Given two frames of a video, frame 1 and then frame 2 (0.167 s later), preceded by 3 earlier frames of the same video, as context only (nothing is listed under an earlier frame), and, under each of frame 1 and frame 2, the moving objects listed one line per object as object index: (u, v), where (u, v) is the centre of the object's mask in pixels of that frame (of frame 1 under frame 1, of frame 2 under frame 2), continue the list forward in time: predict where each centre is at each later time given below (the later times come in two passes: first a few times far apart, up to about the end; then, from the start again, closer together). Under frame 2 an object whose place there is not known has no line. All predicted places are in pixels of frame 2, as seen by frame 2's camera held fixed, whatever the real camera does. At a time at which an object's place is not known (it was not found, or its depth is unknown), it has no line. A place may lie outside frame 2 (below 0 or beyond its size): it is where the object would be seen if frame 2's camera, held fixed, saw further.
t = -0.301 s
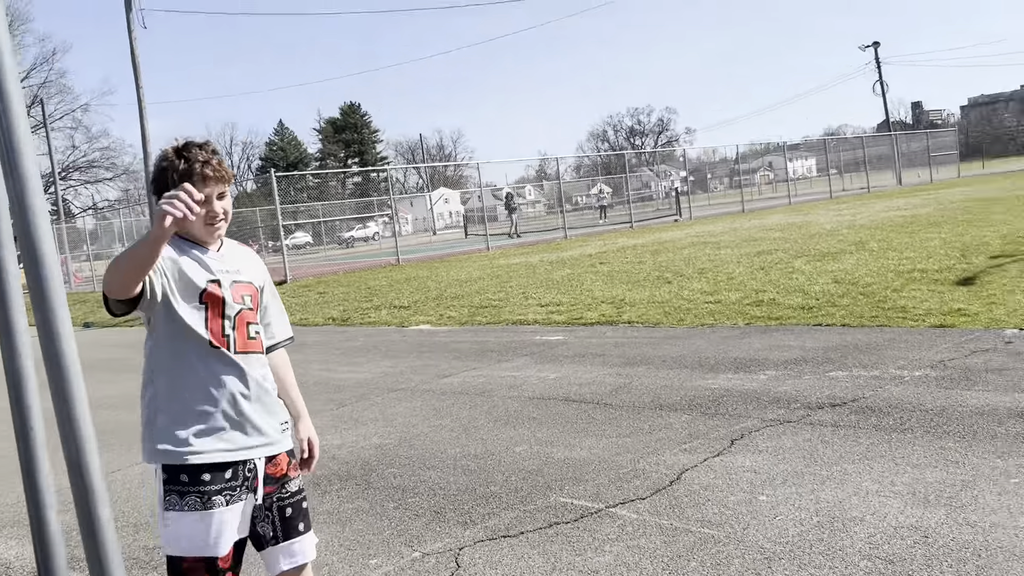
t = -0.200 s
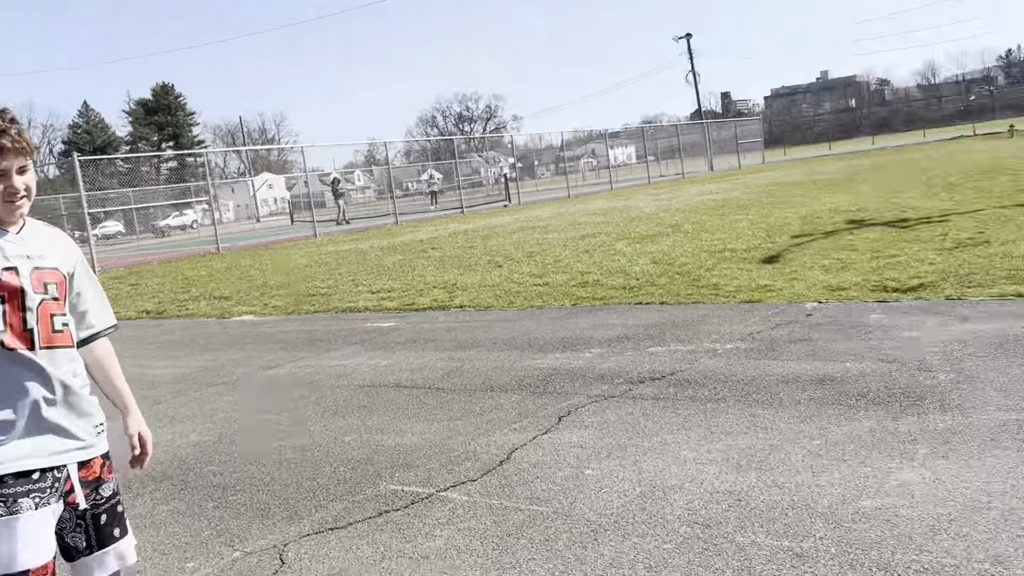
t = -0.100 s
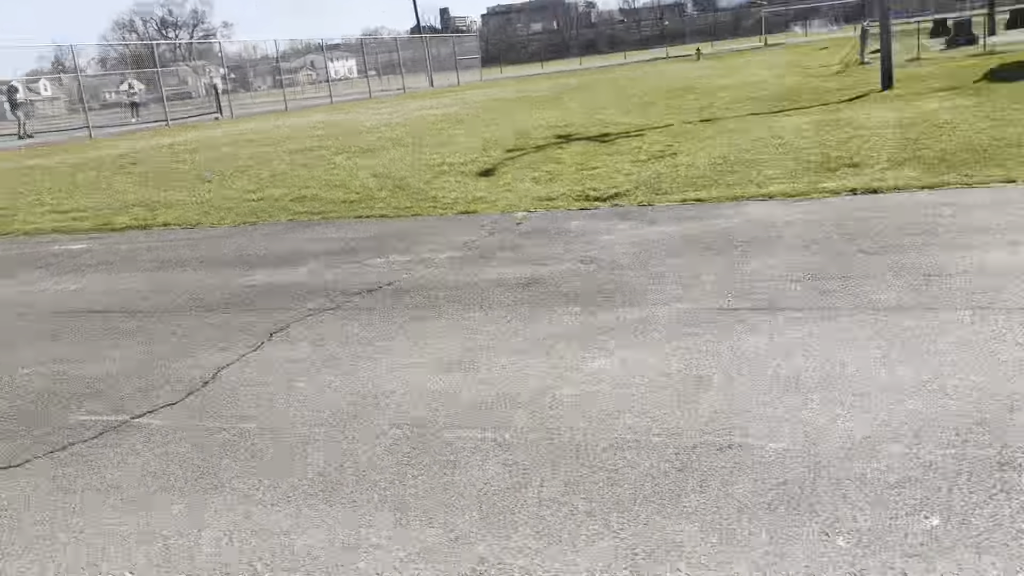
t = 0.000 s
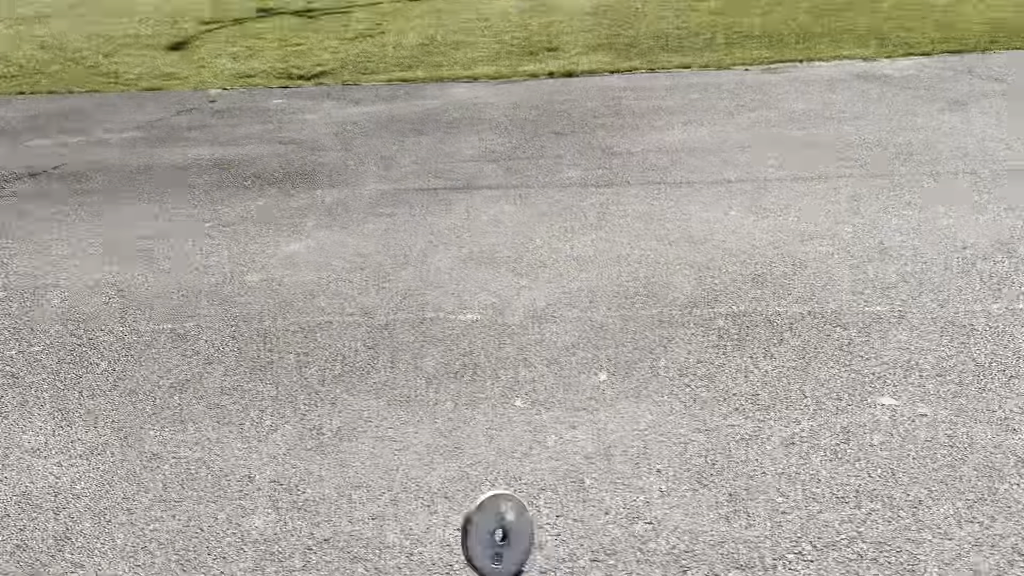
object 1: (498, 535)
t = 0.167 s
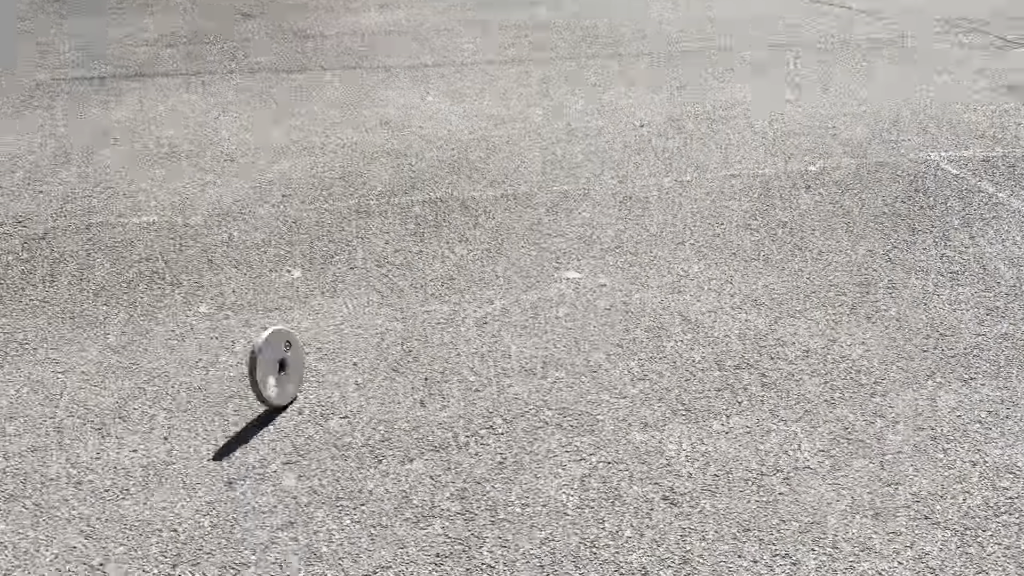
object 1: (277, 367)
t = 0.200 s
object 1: (291, 357)
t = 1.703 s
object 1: (-15, 166)
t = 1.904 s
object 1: (-86, 179)
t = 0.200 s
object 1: (291, 357)
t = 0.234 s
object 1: (302, 343)
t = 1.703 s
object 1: (-15, 166)
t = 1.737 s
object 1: (-28, 170)
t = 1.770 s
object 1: (-40, 173)
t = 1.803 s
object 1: (-53, 176)
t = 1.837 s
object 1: (-64, 180)
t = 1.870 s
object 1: (-76, 183)
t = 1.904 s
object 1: (-86, 179)
